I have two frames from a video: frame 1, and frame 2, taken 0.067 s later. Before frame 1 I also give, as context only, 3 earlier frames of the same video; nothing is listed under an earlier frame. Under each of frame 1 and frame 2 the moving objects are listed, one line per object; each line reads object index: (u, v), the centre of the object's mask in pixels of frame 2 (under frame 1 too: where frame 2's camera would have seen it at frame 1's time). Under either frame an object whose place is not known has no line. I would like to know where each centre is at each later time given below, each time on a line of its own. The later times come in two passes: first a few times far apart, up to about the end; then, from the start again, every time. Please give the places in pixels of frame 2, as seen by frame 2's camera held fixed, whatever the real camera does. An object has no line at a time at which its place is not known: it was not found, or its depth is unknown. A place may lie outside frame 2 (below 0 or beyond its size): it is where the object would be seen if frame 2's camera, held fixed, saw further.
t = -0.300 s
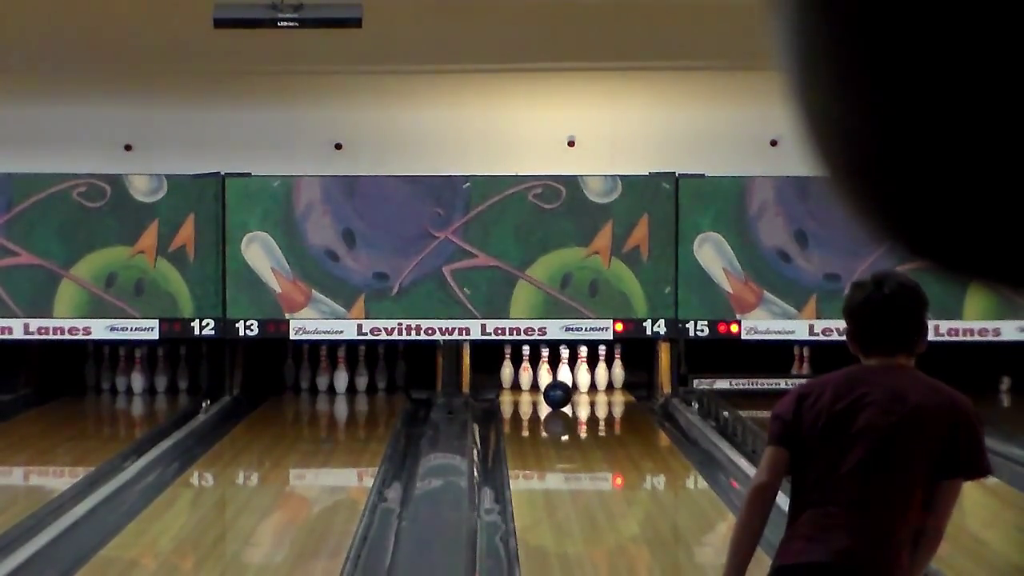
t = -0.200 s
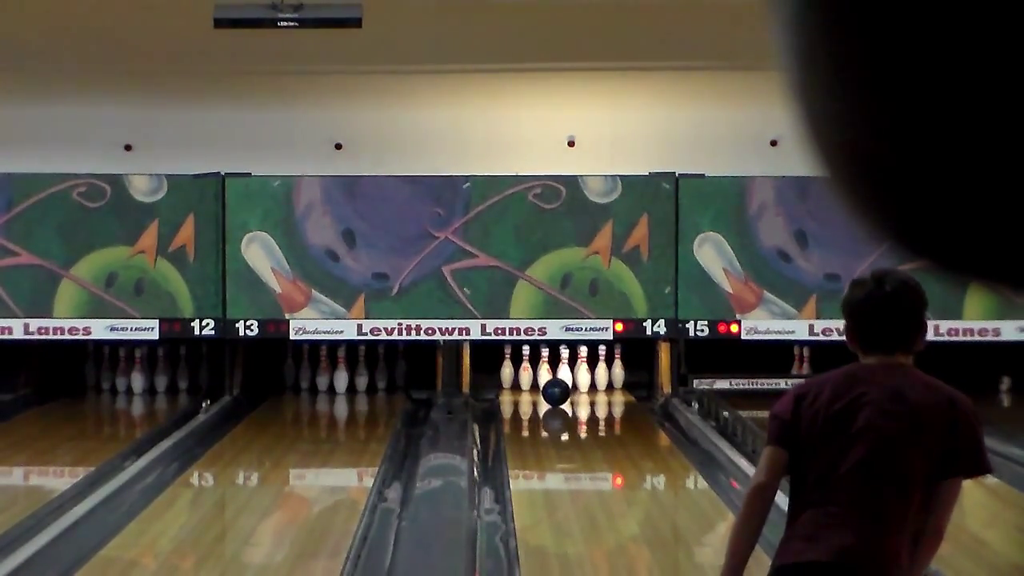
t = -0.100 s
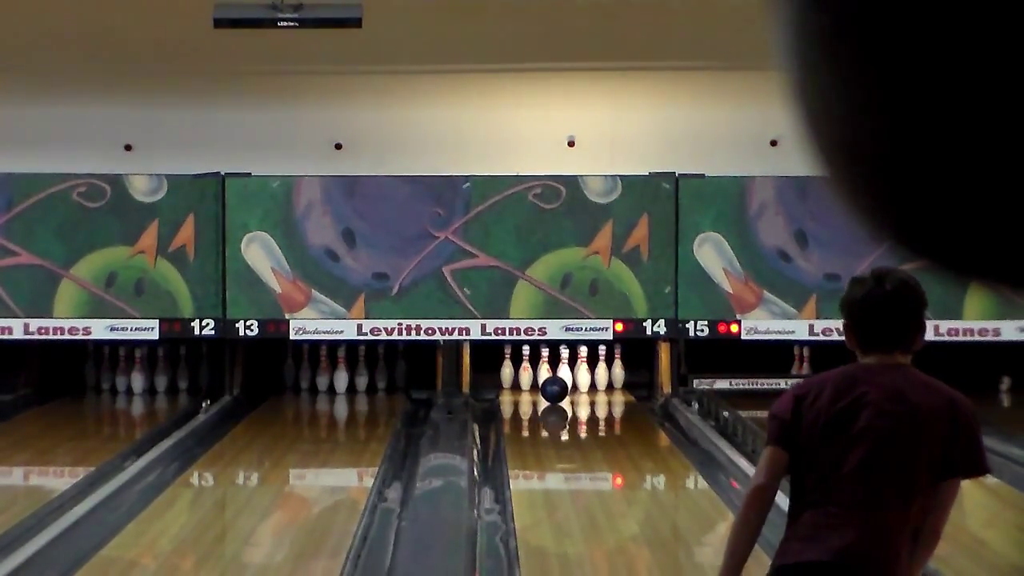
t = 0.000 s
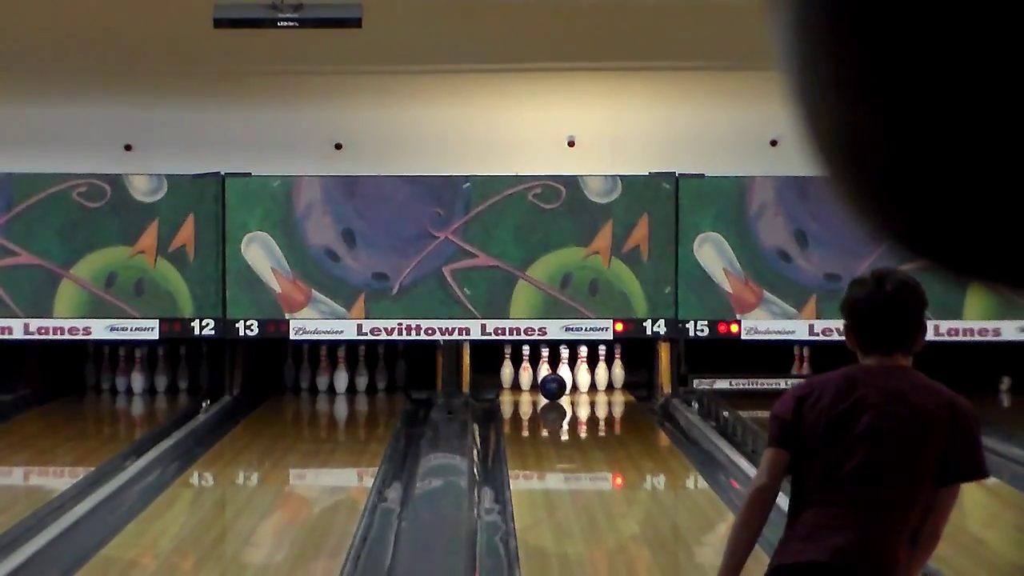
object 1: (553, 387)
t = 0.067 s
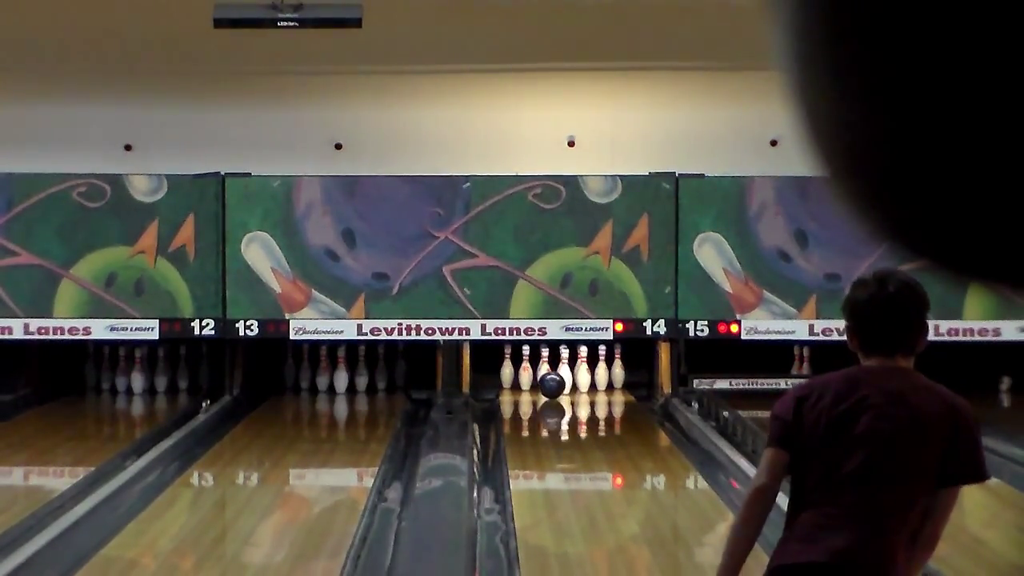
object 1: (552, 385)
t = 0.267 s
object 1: (543, 380)
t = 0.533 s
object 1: (519, 378)
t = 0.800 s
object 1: (498, 378)
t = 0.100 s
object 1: (551, 384)
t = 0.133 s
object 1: (550, 383)
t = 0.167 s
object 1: (550, 382)
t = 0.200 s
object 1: (549, 382)
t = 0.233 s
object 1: (547, 381)
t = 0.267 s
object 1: (543, 380)
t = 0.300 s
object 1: (540, 380)
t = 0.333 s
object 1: (537, 380)
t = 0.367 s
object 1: (534, 379)
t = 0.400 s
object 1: (530, 379)
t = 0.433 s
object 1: (526, 379)
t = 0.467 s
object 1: (524, 379)
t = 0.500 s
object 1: (522, 378)
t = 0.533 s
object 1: (519, 378)
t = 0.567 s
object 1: (516, 379)
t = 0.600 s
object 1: (513, 379)
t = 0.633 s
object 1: (510, 379)
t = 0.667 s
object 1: (508, 378)
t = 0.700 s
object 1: (506, 378)
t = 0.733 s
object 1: (502, 377)
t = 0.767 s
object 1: (499, 376)
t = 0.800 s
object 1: (498, 378)
